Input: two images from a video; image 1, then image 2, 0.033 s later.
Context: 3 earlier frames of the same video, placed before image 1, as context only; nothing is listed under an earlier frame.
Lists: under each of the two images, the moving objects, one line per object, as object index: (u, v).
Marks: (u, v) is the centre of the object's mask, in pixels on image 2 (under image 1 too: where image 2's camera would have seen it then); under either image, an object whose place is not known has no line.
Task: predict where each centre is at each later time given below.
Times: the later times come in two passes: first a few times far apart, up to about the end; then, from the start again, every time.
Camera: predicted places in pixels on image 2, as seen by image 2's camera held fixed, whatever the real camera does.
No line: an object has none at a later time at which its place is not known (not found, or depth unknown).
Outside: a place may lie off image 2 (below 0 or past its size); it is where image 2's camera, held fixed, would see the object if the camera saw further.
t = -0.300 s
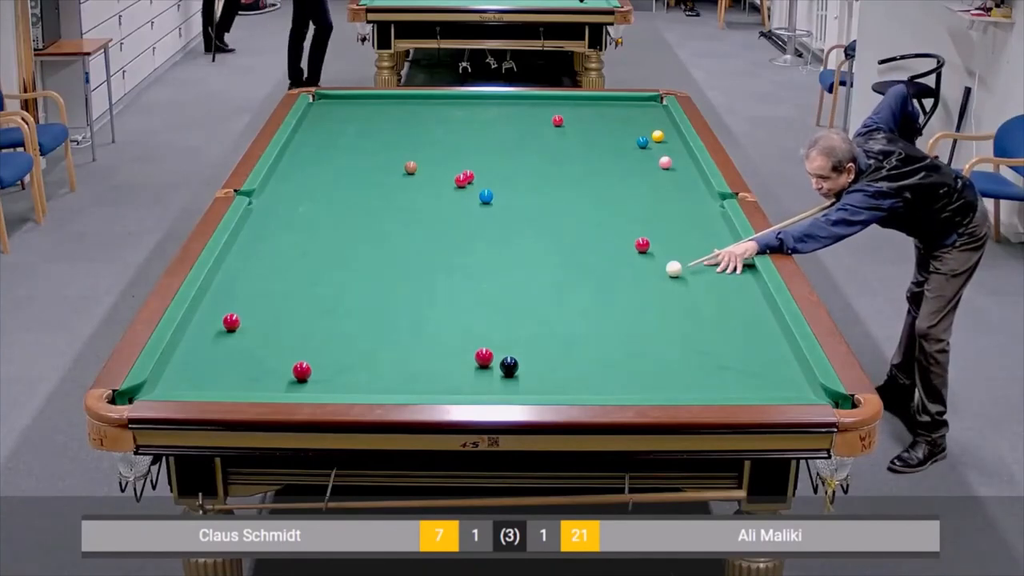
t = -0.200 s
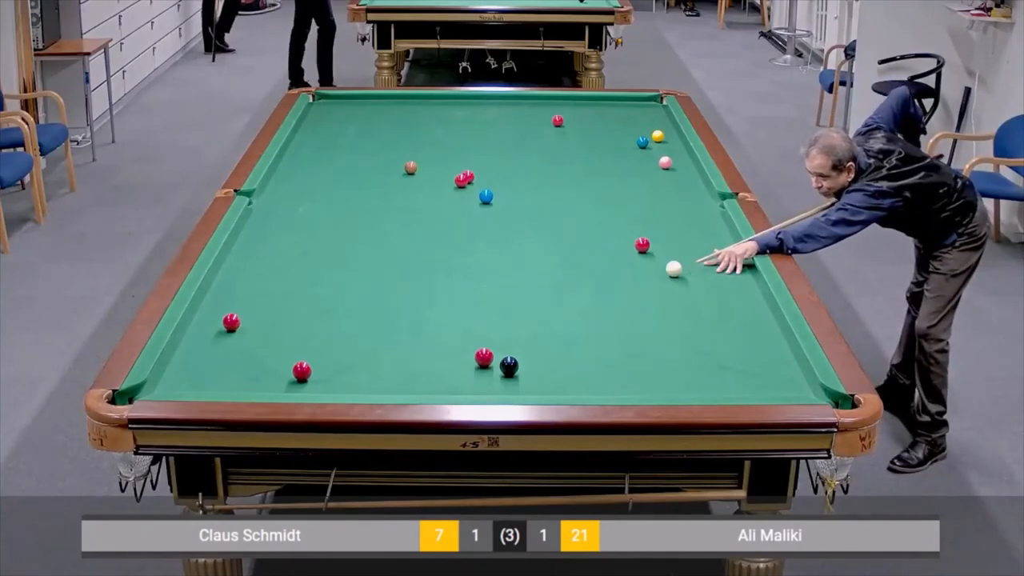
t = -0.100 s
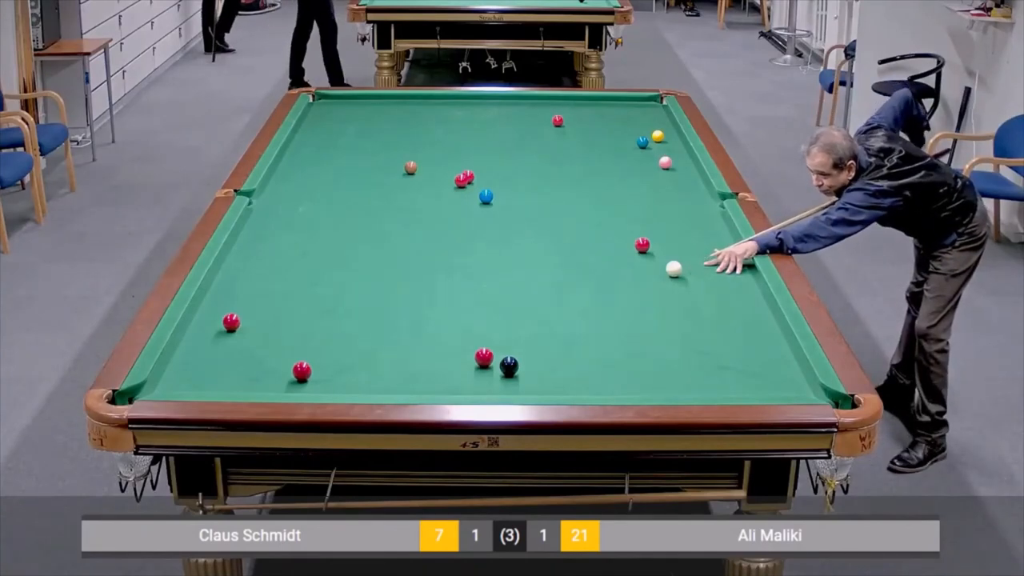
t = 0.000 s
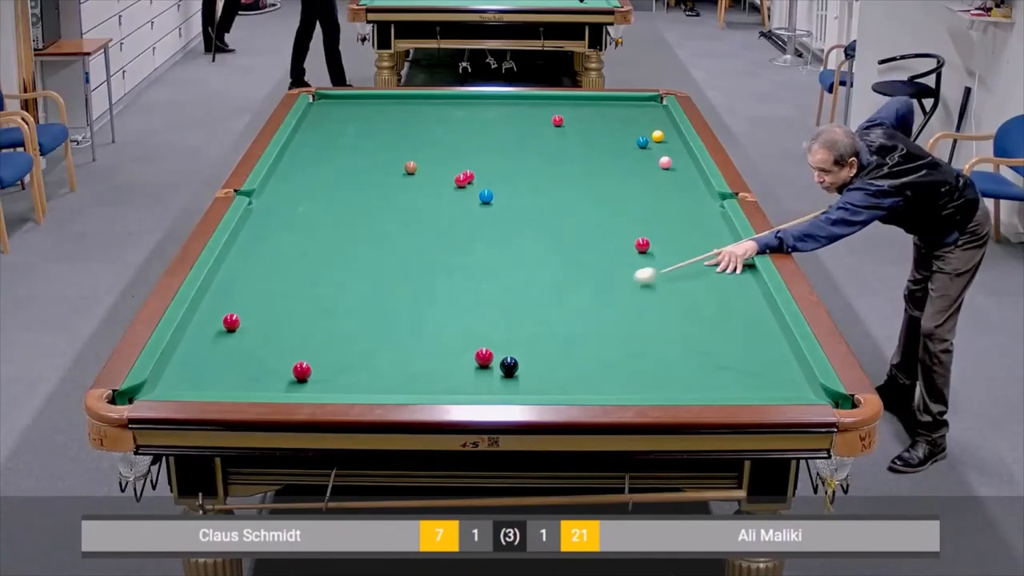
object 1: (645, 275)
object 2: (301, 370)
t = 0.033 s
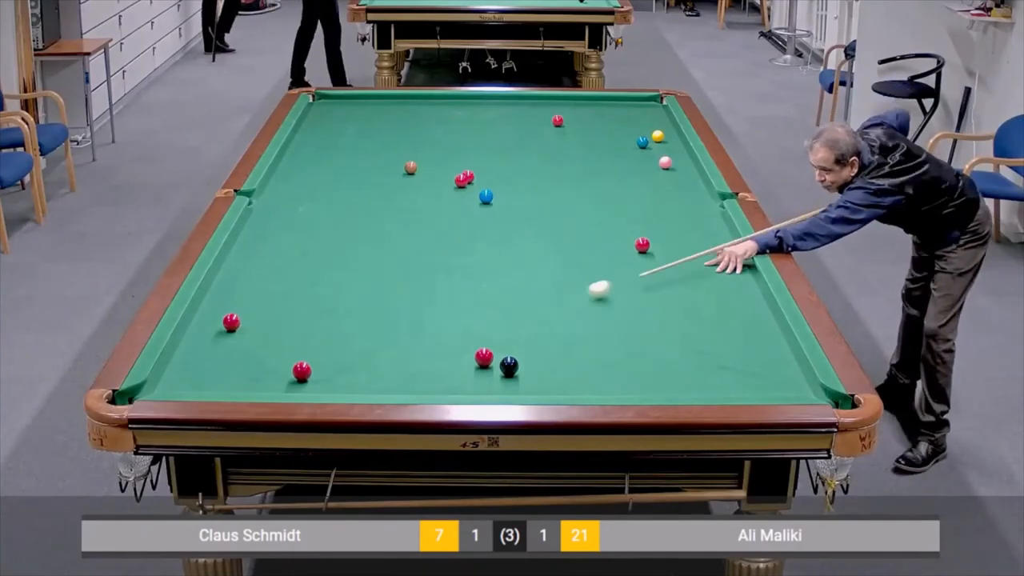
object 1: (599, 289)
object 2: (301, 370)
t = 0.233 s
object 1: (319, 379)
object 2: (261, 372)
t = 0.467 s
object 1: (345, 336)
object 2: (335, 388)
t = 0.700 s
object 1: (364, 285)
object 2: (558, 376)
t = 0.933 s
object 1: (380, 243)
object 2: (741, 365)
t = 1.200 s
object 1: (396, 204)
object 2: (683, 349)
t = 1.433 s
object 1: (408, 176)
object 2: (570, 333)
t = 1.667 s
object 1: (415, 167)
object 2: (484, 319)
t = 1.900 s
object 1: (421, 161)
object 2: (404, 306)
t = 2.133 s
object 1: (426, 156)
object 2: (331, 294)
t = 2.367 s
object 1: (431, 151)
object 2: (263, 282)
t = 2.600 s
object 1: (436, 146)
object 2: (226, 273)
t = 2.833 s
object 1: (441, 142)
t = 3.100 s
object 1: (445, 137)
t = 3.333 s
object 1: (449, 134)
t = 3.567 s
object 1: (453, 131)
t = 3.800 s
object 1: (456, 129)
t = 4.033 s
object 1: (459, 126)
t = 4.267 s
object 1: (461, 124)
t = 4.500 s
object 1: (463, 122)
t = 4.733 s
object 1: (465, 121)
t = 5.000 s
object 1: (466, 120)
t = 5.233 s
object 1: (467, 119)
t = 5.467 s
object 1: (467, 118)
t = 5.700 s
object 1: (467, 118)
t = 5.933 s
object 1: (467, 118)
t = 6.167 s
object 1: (467, 118)
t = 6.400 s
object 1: (467, 118)
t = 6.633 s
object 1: (467, 118)
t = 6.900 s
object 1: (467, 118)
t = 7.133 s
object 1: (467, 118)
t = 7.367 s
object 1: (467, 118)
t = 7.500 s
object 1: (467, 118)
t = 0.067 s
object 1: (551, 302)
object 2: (301, 370)
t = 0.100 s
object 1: (501, 317)
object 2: (301, 370)
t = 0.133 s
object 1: (449, 332)
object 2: (301, 370)
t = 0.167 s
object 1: (394, 348)
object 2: (301, 370)
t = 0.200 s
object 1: (337, 365)
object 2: (301, 370)
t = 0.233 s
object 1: (319, 379)
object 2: (261, 372)
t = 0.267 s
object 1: (317, 389)
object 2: (207, 375)
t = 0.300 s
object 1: (322, 382)
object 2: (156, 379)
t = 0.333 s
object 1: (327, 373)
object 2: (189, 381)
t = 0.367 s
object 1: (332, 363)
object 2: (226, 384)
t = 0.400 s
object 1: (337, 353)
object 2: (263, 387)
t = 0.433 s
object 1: (341, 344)
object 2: (299, 389)
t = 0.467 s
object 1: (345, 336)
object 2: (335, 388)
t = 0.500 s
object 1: (348, 328)
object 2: (369, 387)
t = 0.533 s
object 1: (350, 320)
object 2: (403, 385)
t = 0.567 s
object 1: (354, 312)
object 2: (436, 384)
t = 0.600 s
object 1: (356, 305)
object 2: (468, 382)
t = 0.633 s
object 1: (359, 298)
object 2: (500, 380)
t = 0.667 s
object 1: (362, 291)
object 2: (529, 378)
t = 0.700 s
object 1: (364, 285)
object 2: (558, 376)
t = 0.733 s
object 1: (367, 278)
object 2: (587, 374)
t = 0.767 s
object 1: (369, 272)
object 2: (614, 373)
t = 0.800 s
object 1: (371, 266)
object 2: (640, 371)
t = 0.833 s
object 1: (374, 260)
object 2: (666, 370)
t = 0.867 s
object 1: (376, 254)
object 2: (692, 368)
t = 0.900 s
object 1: (378, 249)
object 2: (716, 367)
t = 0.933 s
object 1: (380, 243)
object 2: (741, 365)
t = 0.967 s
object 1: (383, 238)
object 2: (766, 363)
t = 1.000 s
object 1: (385, 233)
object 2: (790, 362)
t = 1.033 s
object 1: (387, 228)
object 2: (787, 360)
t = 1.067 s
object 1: (389, 223)
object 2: (765, 357)
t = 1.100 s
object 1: (391, 218)
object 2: (743, 355)
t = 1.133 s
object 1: (393, 213)
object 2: (723, 353)
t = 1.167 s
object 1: (394, 209)
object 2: (702, 351)
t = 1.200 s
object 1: (396, 204)
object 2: (683, 349)
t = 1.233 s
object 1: (398, 200)
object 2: (665, 346)
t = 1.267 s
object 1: (400, 195)
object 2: (647, 344)
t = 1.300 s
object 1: (401, 191)
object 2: (630, 342)
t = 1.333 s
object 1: (403, 187)
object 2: (614, 339)
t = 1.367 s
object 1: (404, 183)
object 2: (598, 338)
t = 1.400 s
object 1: (406, 179)
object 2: (584, 335)
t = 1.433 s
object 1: (408, 176)
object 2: (570, 333)
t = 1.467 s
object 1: (409, 172)
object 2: (556, 331)
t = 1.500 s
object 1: (410, 170)
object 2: (544, 329)
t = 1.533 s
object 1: (411, 170)
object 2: (532, 327)
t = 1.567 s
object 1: (412, 170)
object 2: (520, 325)
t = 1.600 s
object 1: (413, 169)
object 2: (508, 323)
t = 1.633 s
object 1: (414, 168)
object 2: (496, 321)
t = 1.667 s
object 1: (415, 167)
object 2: (484, 319)
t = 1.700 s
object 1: (415, 167)
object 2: (472, 317)
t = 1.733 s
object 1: (416, 166)
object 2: (460, 316)
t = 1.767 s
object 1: (417, 165)
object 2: (449, 314)
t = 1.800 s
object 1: (418, 164)
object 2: (437, 312)
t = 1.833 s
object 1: (419, 163)
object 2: (427, 310)
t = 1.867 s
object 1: (420, 162)
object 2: (415, 308)
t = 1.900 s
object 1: (421, 161)
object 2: (404, 306)
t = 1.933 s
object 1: (421, 161)
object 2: (393, 305)
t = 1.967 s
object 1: (422, 160)
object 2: (383, 303)
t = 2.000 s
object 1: (423, 159)
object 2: (372, 301)
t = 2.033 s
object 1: (424, 158)
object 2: (362, 299)
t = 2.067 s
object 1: (424, 157)
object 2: (351, 297)
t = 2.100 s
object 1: (425, 156)
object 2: (341, 296)
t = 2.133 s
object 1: (426, 156)
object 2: (331, 294)
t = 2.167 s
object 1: (427, 155)
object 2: (321, 292)
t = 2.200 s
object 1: (428, 154)
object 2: (311, 290)
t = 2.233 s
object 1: (428, 153)
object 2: (301, 289)
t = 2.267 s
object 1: (429, 153)
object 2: (292, 288)
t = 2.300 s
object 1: (430, 152)
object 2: (282, 286)
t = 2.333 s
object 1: (431, 151)
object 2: (272, 284)
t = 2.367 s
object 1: (431, 151)
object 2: (263, 282)
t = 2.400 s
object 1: (432, 150)
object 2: (254, 281)
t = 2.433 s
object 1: (433, 149)
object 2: (245, 280)
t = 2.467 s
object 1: (434, 148)
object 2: (236, 278)
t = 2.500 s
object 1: (434, 148)
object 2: (227, 277)
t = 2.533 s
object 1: (435, 147)
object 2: (218, 275)
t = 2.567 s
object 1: (436, 147)
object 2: (218, 274)
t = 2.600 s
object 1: (436, 146)
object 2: (226, 273)
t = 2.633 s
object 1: (437, 145)
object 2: (235, 273)
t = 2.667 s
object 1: (438, 145)
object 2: (242, 272)
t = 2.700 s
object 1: (438, 144)
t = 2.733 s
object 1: (439, 144)
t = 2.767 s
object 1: (440, 143)
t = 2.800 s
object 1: (440, 142)
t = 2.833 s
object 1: (441, 142)
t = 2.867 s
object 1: (441, 141)
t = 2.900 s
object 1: (442, 141)
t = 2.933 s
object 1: (443, 140)
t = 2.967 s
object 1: (443, 140)
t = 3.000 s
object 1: (444, 139)
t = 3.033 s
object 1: (444, 139)
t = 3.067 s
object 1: (445, 138)
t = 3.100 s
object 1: (445, 137)
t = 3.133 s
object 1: (446, 137)
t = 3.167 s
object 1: (447, 137)
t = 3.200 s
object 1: (447, 136)
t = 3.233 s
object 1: (448, 136)
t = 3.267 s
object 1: (448, 135)
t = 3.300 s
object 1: (449, 135)
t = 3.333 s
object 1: (449, 134)
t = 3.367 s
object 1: (450, 134)
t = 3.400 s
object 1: (450, 133)
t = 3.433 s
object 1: (451, 133)
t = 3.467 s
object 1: (451, 132)
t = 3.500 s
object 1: (452, 132)
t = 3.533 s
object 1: (452, 132)
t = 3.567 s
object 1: (453, 131)
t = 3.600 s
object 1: (453, 131)
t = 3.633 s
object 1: (454, 130)
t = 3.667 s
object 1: (454, 130)
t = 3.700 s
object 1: (454, 130)
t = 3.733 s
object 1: (455, 129)
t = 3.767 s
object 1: (455, 129)
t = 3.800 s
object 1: (456, 129)
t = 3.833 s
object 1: (456, 128)
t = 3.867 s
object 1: (457, 128)
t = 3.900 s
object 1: (457, 128)
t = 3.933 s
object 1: (457, 127)
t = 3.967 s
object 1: (458, 127)
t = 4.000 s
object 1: (458, 127)
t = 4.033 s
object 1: (459, 126)
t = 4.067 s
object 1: (459, 126)
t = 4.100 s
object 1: (460, 126)
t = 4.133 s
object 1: (460, 125)
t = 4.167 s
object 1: (460, 125)
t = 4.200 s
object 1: (460, 125)
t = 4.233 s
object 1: (461, 124)
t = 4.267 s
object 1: (461, 124)
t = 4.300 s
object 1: (461, 124)
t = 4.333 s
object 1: (462, 124)
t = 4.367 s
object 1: (462, 123)
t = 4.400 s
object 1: (462, 123)
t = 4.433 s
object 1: (463, 123)
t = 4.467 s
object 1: (463, 123)
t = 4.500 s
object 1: (463, 122)
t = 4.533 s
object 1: (463, 122)
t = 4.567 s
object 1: (464, 122)
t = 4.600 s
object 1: (464, 122)
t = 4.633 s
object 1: (464, 122)
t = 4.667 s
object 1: (464, 121)
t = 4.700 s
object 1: (465, 121)
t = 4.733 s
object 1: (465, 121)
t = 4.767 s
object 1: (465, 121)
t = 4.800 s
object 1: (465, 121)
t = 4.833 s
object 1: (465, 120)
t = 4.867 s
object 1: (466, 120)
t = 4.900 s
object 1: (466, 120)
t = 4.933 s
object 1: (466, 120)
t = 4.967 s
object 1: (466, 120)
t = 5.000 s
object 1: (466, 120)
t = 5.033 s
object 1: (466, 120)
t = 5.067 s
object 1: (467, 119)
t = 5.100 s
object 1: (467, 119)
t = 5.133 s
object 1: (467, 119)
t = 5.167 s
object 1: (467, 119)
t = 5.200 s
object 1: (467, 119)
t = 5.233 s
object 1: (467, 119)
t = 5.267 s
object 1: (467, 119)
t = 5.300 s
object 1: (467, 119)
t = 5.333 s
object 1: (467, 119)
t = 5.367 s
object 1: (467, 119)
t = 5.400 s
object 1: (467, 119)
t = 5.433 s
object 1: (467, 118)
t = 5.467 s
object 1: (467, 118)
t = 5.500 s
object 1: (467, 118)
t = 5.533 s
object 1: (467, 118)
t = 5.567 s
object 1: (467, 118)
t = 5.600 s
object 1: (467, 118)
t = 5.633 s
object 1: (467, 118)
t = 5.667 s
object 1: (467, 118)
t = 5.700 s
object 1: (467, 118)
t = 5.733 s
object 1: (467, 118)
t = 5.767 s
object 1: (467, 118)
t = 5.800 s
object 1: (467, 118)
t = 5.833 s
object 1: (467, 118)
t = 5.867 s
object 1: (467, 118)
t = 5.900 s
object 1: (467, 118)
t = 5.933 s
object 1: (467, 118)
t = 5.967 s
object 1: (467, 118)
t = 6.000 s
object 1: (467, 118)
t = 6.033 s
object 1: (467, 118)
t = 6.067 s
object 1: (467, 118)
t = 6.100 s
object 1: (467, 118)
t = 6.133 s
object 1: (467, 118)
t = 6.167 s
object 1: (467, 118)
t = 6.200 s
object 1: (467, 118)
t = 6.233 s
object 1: (467, 118)
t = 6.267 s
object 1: (467, 118)
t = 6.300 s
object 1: (467, 118)
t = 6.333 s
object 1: (467, 118)
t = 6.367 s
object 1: (467, 118)
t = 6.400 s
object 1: (467, 118)
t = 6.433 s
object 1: (467, 118)
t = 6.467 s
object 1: (467, 118)
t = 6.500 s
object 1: (467, 118)
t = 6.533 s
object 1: (467, 118)
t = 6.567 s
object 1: (467, 118)
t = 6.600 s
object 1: (467, 118)
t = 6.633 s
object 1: (467, 118)
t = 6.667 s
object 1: (467, 118)
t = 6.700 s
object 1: (467, 118)
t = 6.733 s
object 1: (467, 118)
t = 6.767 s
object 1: (467, 118)
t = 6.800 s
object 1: (467, 118)
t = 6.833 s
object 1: (467, 118)
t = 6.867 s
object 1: (467, 118)
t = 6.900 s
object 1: (467, 118)
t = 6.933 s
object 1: (467, 118)
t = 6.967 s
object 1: (467, 118)
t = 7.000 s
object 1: (467, 118)
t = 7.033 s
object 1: (467, 118)
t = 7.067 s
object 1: (467, 118)
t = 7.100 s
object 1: (467, 118)
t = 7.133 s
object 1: (467, 118)
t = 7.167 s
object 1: (467, 118)
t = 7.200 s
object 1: (467, 118)
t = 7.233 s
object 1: (467, 118)
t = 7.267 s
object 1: (467, 118)
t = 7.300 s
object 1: (467, 118)
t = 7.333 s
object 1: (467, 118)
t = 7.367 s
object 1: (467, 118)
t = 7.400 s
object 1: (467, 118)
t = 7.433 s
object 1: (467, 118)
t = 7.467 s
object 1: (467, 118)
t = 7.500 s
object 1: (467, 118)
